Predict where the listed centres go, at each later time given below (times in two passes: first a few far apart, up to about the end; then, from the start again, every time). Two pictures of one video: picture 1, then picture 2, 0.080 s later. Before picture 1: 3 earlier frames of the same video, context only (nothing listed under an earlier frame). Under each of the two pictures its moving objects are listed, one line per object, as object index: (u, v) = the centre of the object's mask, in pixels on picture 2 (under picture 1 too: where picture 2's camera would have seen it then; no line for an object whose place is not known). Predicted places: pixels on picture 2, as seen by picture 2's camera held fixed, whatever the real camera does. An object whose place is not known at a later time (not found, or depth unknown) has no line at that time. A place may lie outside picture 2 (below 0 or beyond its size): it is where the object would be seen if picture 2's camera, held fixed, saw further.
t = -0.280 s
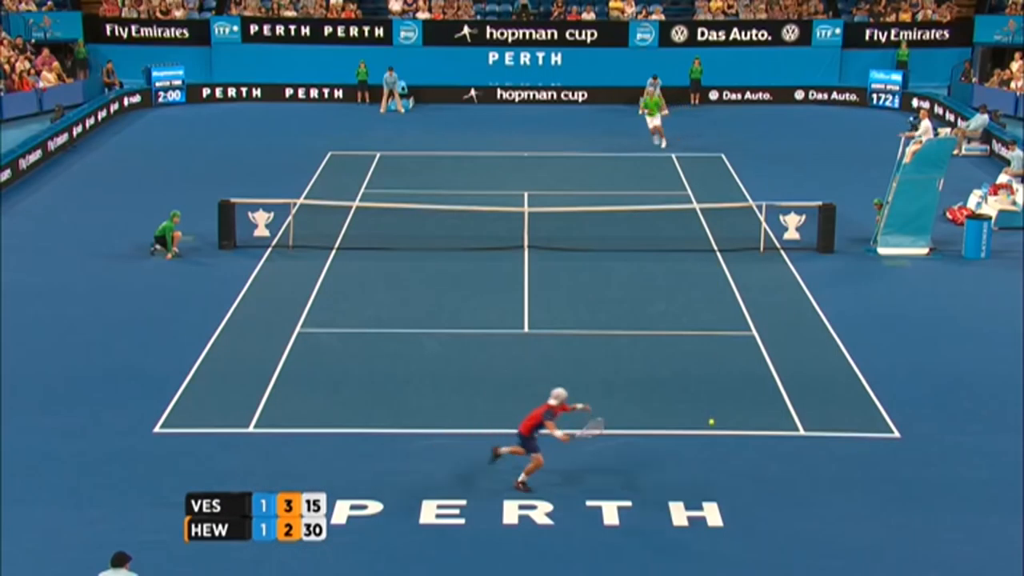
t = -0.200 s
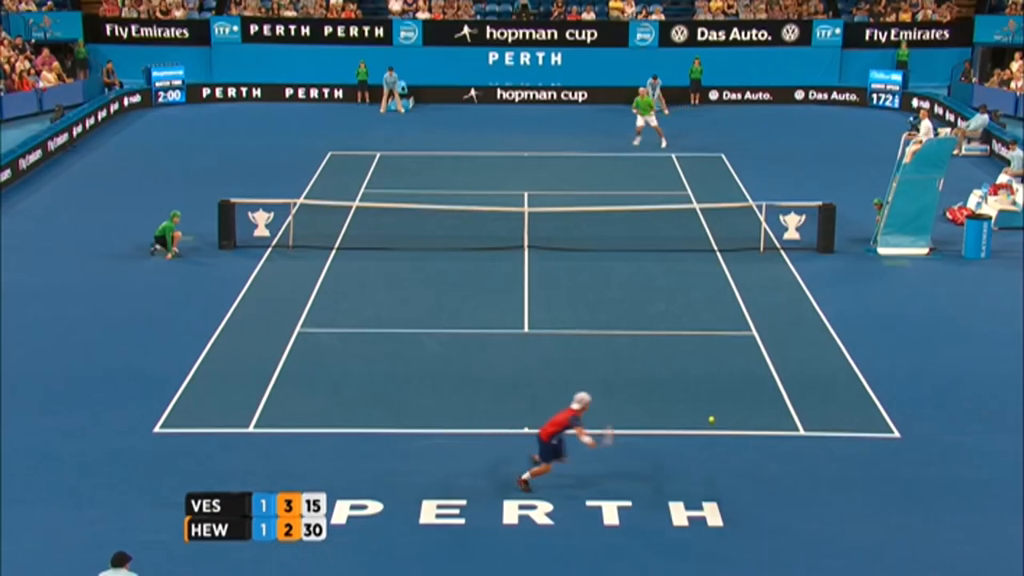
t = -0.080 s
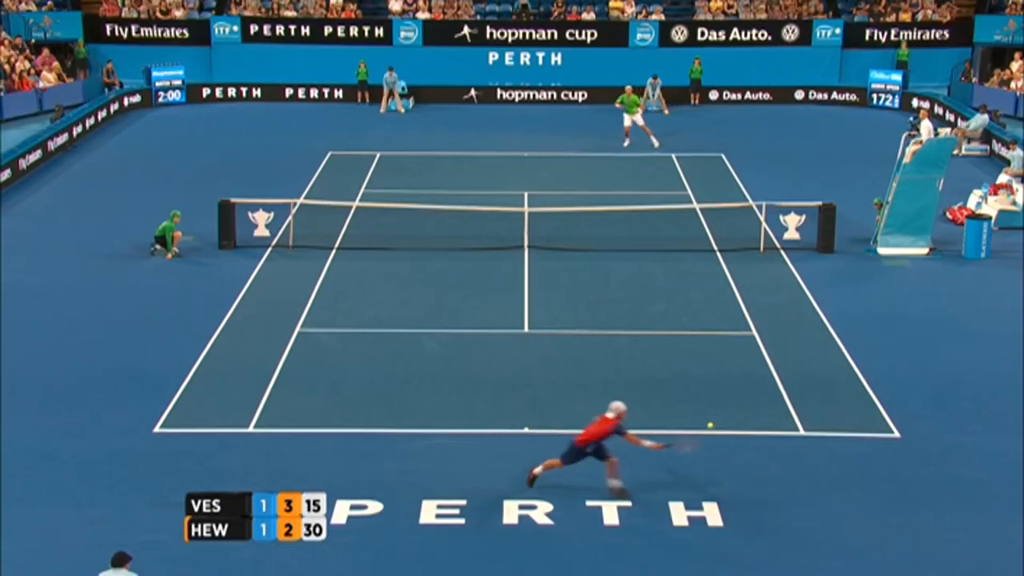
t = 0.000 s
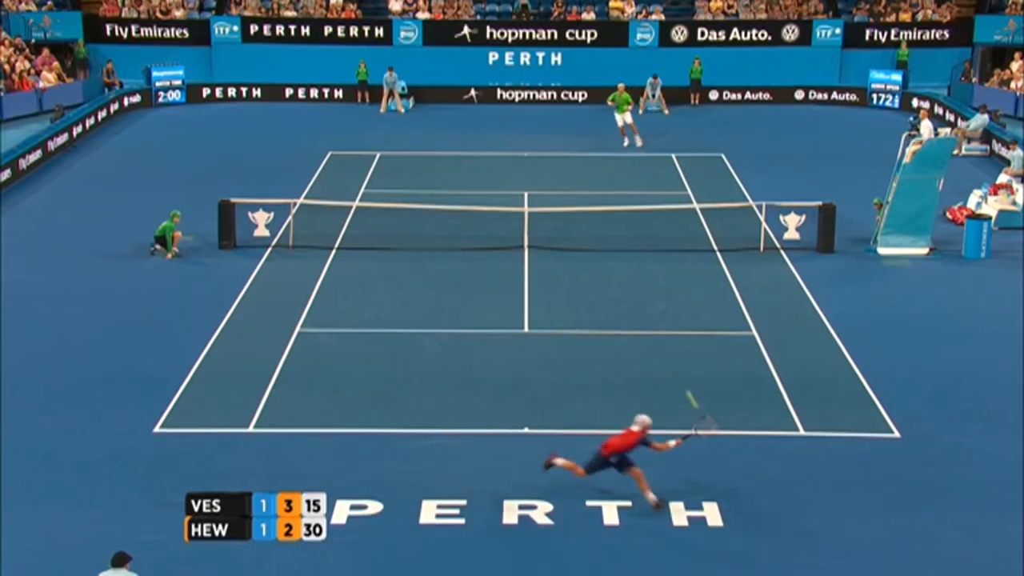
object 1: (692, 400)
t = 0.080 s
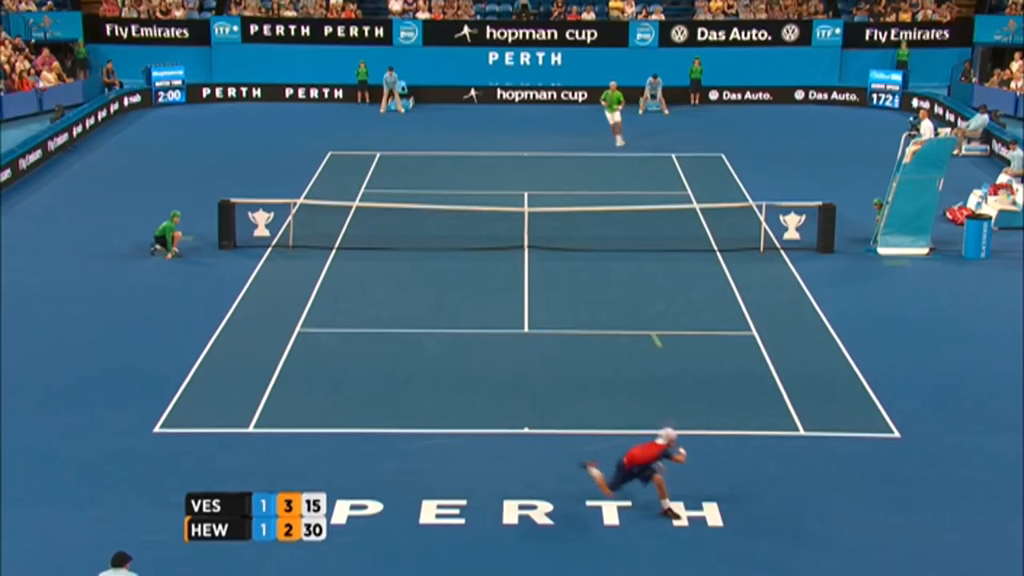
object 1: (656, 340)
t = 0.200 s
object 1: (611, 272)
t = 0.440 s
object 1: (541, 189)
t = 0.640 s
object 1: (496, 157)
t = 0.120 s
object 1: (640, 314)
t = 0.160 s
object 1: (625, 292)
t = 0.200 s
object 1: (611, 272)
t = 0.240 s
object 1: (597, 254)
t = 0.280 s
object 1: (585, 238)
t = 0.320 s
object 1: (573, 224)
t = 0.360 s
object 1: (563, 212)
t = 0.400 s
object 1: (551, 199)
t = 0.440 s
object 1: (541, 189)
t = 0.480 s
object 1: (531, 181)
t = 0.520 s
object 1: (522, 173)
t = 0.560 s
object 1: (513, 167)
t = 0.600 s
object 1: (504, 162)
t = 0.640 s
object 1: (496, 157)
